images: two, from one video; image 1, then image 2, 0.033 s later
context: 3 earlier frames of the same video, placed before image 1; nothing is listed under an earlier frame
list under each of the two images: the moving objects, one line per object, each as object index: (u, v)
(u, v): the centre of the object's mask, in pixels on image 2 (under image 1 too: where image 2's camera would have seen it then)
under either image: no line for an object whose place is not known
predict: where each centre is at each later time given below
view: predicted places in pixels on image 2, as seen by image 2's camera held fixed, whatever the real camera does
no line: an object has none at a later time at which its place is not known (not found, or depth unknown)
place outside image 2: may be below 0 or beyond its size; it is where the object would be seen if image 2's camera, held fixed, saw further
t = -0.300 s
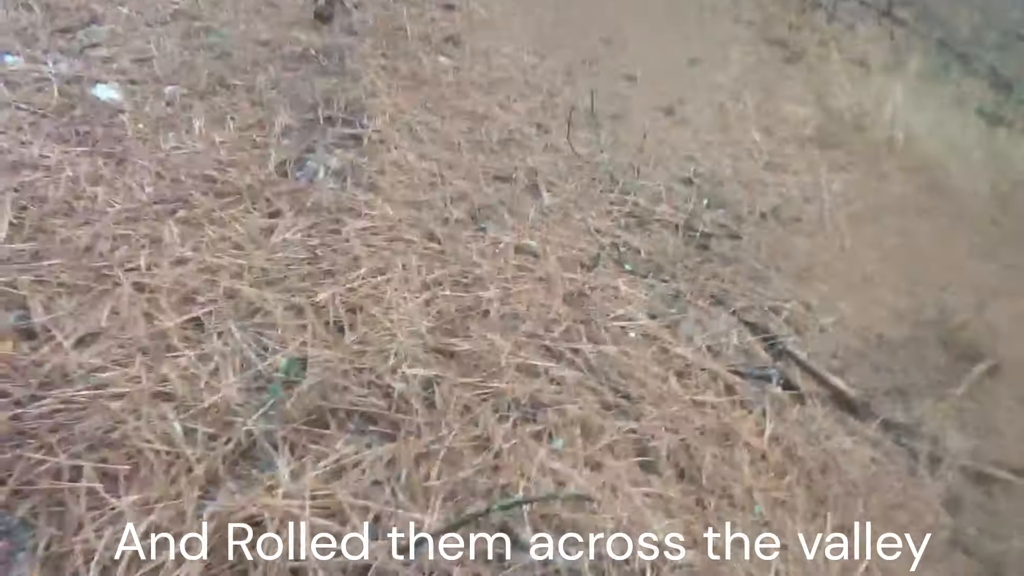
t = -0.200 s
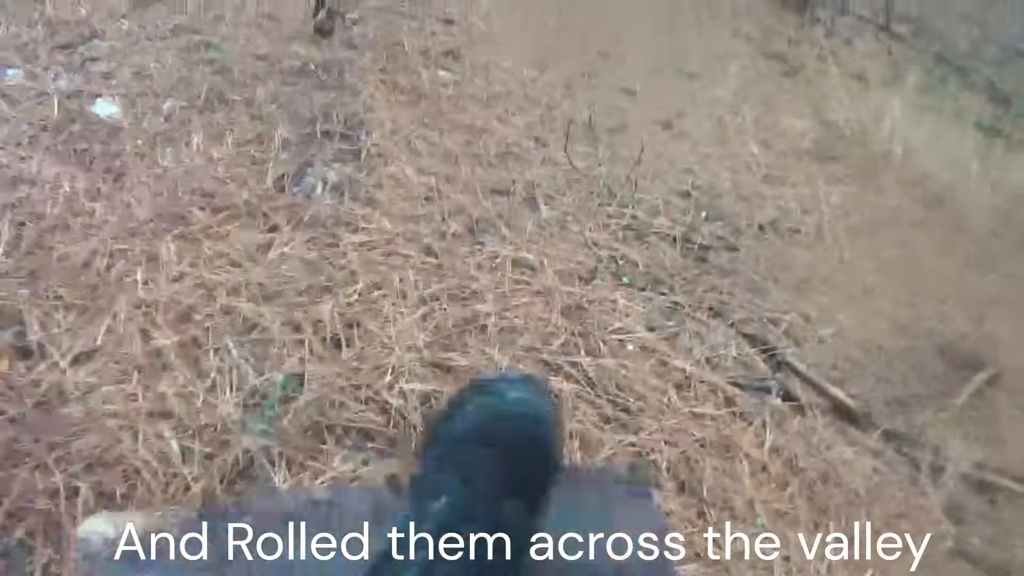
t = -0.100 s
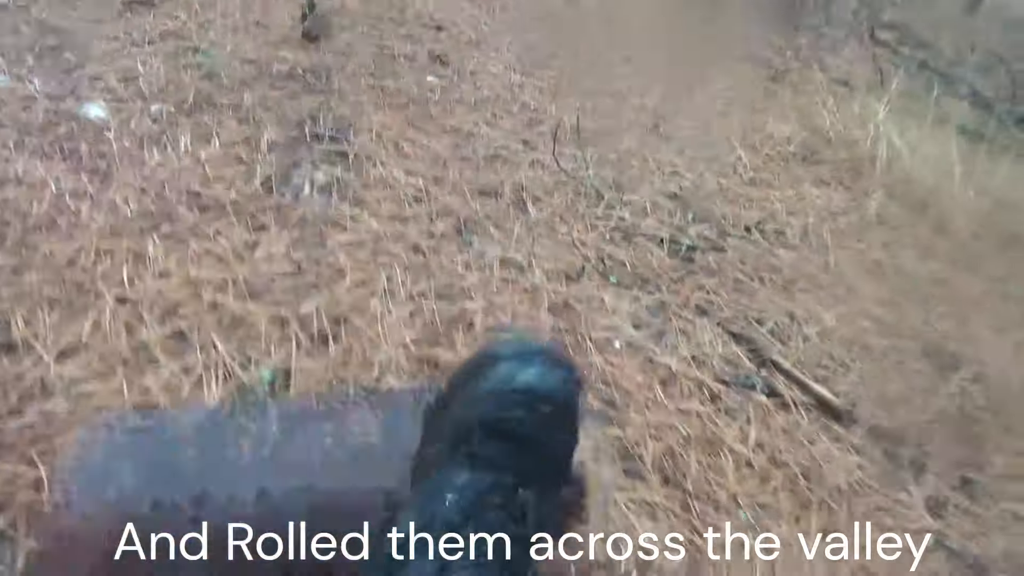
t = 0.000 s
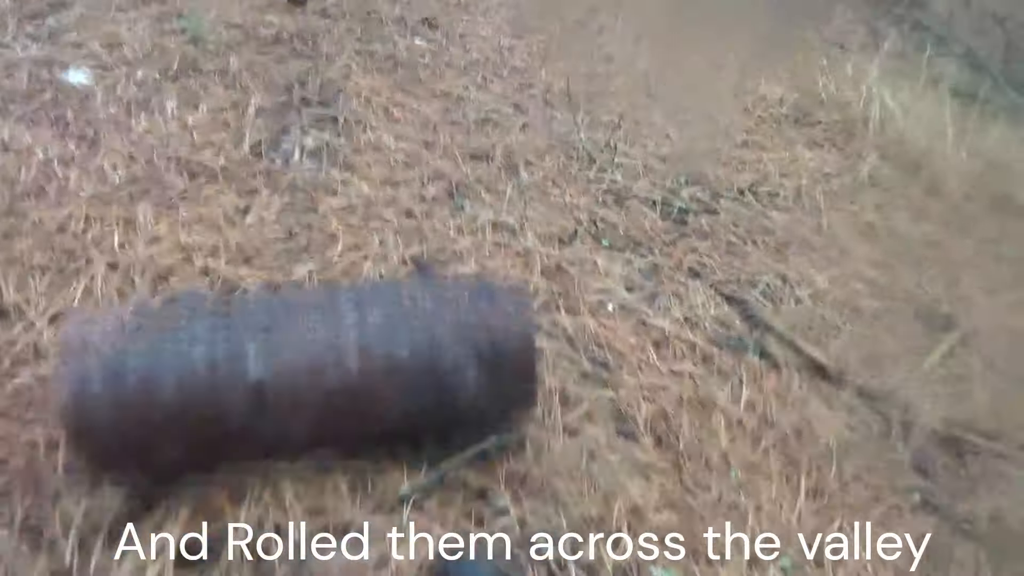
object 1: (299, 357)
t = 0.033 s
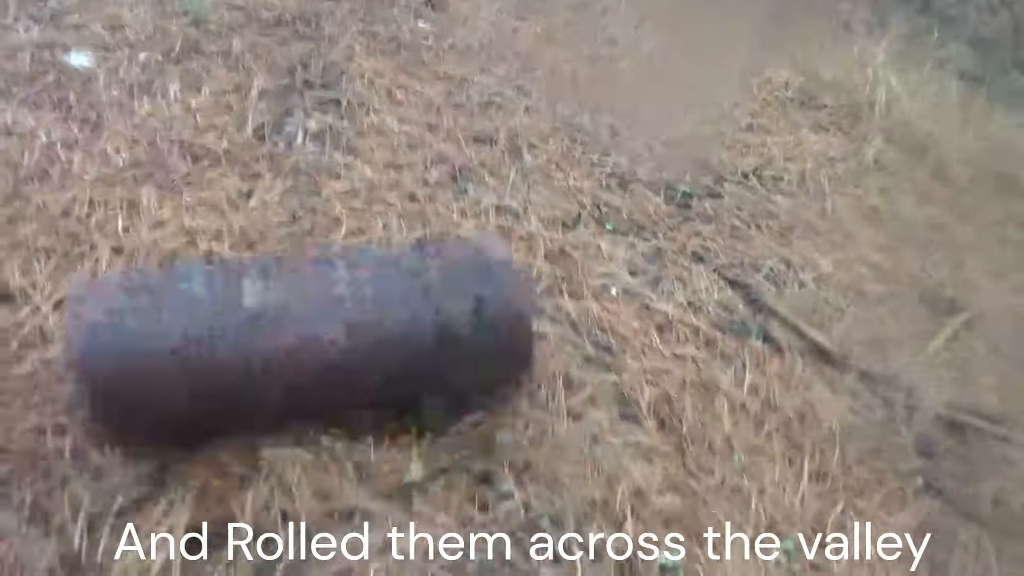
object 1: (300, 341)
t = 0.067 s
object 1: (294, 317)
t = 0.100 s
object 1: (289, 298)
